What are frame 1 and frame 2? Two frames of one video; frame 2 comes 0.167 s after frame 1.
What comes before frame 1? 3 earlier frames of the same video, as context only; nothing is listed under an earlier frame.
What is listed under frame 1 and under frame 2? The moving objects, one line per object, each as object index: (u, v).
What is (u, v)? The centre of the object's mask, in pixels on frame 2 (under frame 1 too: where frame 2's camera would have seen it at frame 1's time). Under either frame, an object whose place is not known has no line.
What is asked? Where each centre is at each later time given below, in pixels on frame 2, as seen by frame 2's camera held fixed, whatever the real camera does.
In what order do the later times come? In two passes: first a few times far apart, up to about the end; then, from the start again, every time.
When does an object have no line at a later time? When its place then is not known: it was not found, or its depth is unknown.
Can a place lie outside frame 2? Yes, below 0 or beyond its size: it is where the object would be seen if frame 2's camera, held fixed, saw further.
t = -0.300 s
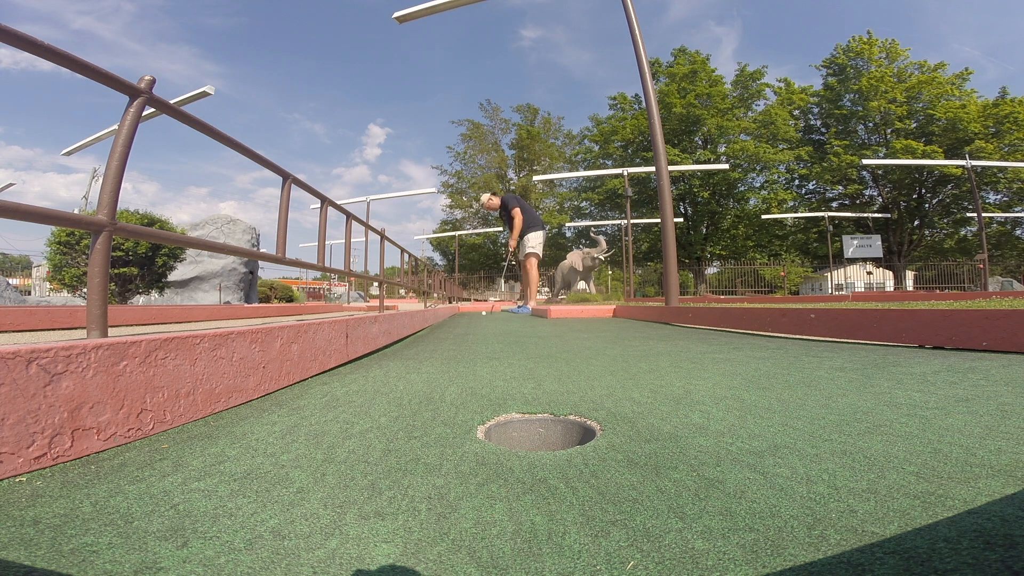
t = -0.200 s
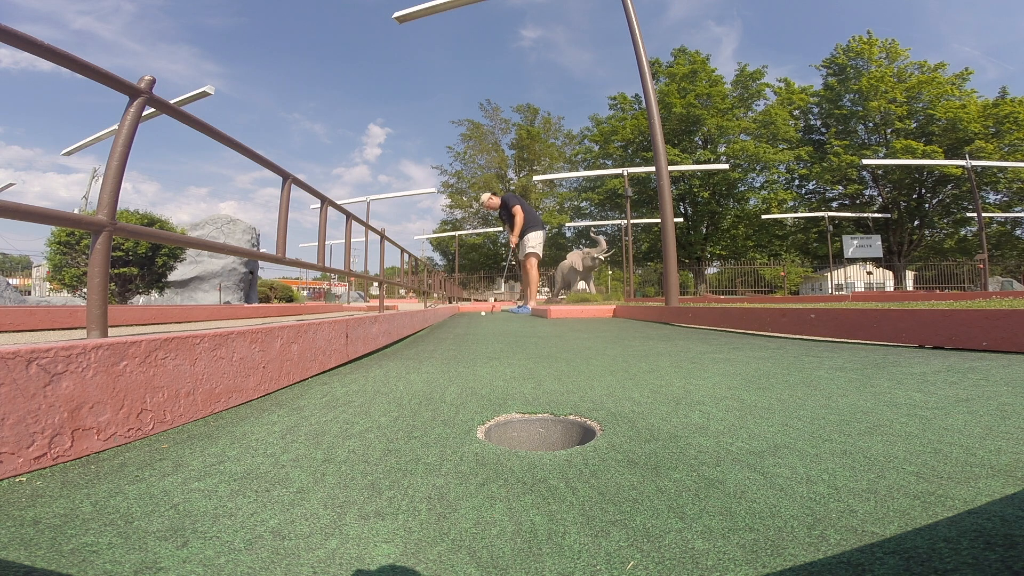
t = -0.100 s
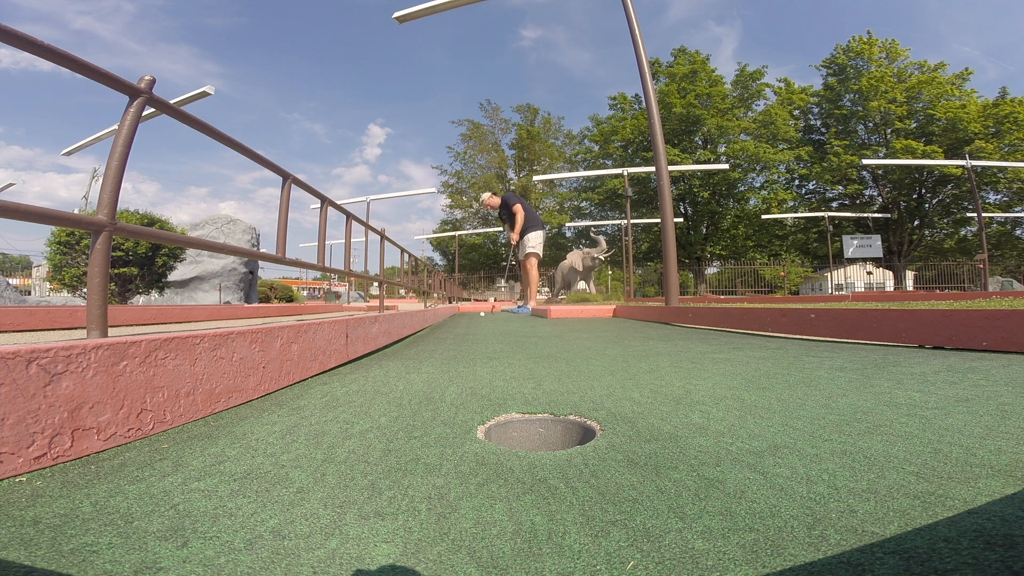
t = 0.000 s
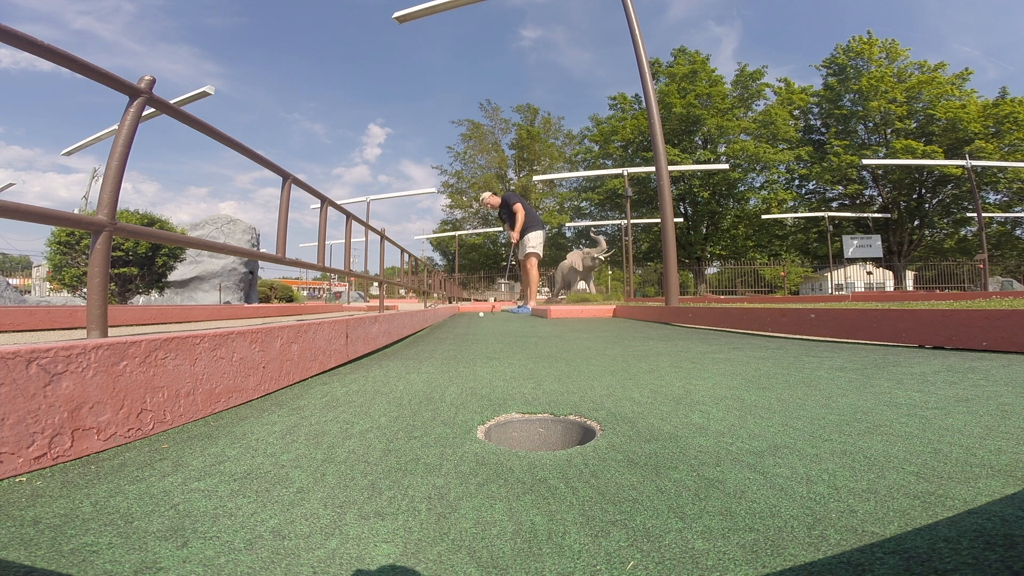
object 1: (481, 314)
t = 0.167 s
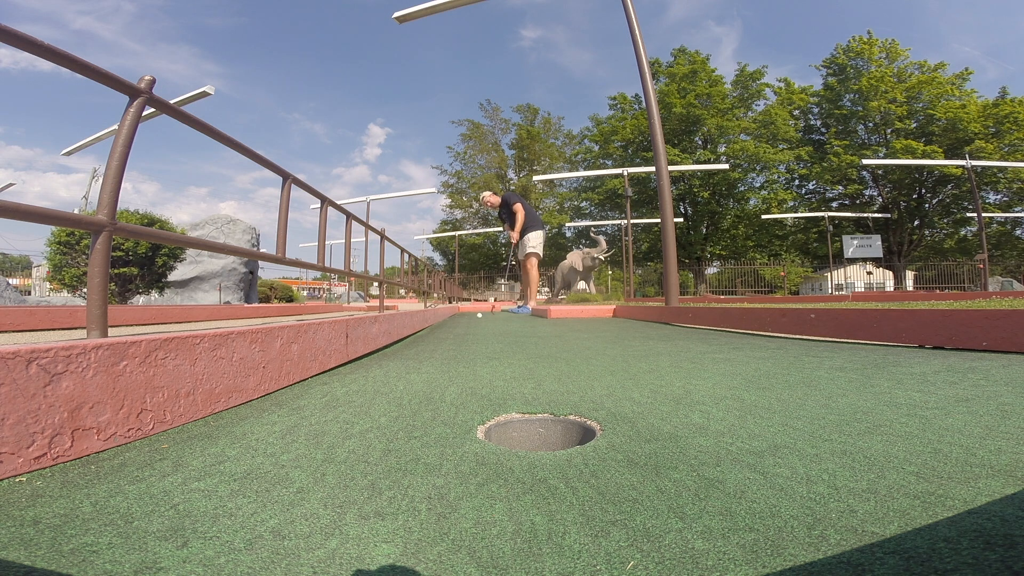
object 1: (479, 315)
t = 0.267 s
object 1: (478, 316)
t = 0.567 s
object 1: (474, 318)
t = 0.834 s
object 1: (468, 322)
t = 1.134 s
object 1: (458, 328)
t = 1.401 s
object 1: (446, 335)
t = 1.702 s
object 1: (426, 345)
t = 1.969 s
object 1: (398, 357)
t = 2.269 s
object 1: (348, 376)
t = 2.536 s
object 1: (268, 407)
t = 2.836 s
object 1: (91, 469)
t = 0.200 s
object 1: (479, 315)
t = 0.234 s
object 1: (478, 316)
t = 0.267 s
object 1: (478, 316)
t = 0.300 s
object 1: (478, 316)
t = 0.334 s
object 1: (477, 316)
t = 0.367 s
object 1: (477, 316)
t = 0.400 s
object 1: (476, 317)
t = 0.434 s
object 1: (476, 317)
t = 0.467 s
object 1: (475, 317)
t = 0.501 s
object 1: (475, 318)
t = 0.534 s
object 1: (474, 318)
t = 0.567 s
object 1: (474, 318)
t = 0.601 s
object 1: (473, 319)
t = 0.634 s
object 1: (473, 319)
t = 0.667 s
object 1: (472, 320)
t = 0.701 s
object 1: (471, 320)
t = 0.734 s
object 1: (470, 320)
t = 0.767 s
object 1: (469, 321)
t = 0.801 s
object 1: (469, 321)
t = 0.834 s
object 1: (468, 322)
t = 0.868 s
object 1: (467, 323)
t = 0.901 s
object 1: (466, 323)
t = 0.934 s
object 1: (465, 324)
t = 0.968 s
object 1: (464, 325)
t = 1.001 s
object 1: (463, 325)
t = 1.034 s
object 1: (462, 326)
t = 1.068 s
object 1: (460, 327)
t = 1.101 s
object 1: (459, 327)
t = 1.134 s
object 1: (458, 328)
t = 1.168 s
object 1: (457, 329)
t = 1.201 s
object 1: (456, 329)
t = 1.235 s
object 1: (454, 330)
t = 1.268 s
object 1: (453, 331)
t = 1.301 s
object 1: (451, 332)
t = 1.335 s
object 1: (450, 333)
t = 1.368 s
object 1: (448, 334)
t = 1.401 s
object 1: (446, 335)
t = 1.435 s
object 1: (445, 336)
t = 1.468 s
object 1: (443, 337)
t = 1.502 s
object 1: (441, 338)
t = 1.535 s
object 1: (438, 339)
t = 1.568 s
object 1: (436, 340)
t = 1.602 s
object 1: (434, 341)
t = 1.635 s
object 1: (431, 343)
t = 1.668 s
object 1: (429, 344)
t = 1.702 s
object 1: (426, 345)
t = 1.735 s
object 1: (423, 346)
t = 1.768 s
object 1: (420, 348)
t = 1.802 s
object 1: (417, 349)
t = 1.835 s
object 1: (413, 351)
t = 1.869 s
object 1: (410, 352)
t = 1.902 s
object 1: (406, 353)
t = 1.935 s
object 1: (402, 355)
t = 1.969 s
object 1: (398, 357)
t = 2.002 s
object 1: (394, 358)
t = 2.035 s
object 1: (389, 360)
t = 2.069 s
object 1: (384, 362)
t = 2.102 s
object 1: (379, 364)
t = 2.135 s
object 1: (374, 366)
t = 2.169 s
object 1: (368, 368)
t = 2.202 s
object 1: (362, 371)
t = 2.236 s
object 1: (355, 373)
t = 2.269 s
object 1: (348, 376)
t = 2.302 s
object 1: (340, 380)
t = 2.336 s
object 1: (332, 383)
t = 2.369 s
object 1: (323, 386)
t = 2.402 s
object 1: (313, 390)
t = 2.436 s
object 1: (303, 394)
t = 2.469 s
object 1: (292, 398)
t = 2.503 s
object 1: (280, 402)
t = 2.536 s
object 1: (268, 407)
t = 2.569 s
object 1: (254, 412)
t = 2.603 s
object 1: (239, 418)
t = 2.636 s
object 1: (223, 423)
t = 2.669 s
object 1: (205, 430)
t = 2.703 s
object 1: (186, 437)
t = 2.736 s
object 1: (166, 444)
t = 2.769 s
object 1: (143, 452)
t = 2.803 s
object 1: (118, 461)
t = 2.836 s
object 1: (91, 469)
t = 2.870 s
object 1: (61, 478)
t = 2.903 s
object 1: (39, 488)
